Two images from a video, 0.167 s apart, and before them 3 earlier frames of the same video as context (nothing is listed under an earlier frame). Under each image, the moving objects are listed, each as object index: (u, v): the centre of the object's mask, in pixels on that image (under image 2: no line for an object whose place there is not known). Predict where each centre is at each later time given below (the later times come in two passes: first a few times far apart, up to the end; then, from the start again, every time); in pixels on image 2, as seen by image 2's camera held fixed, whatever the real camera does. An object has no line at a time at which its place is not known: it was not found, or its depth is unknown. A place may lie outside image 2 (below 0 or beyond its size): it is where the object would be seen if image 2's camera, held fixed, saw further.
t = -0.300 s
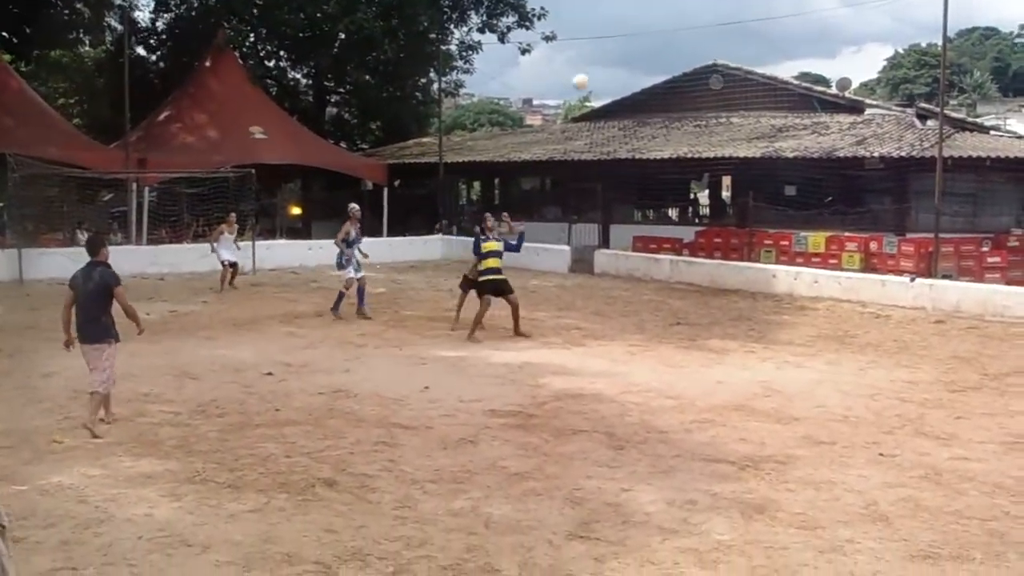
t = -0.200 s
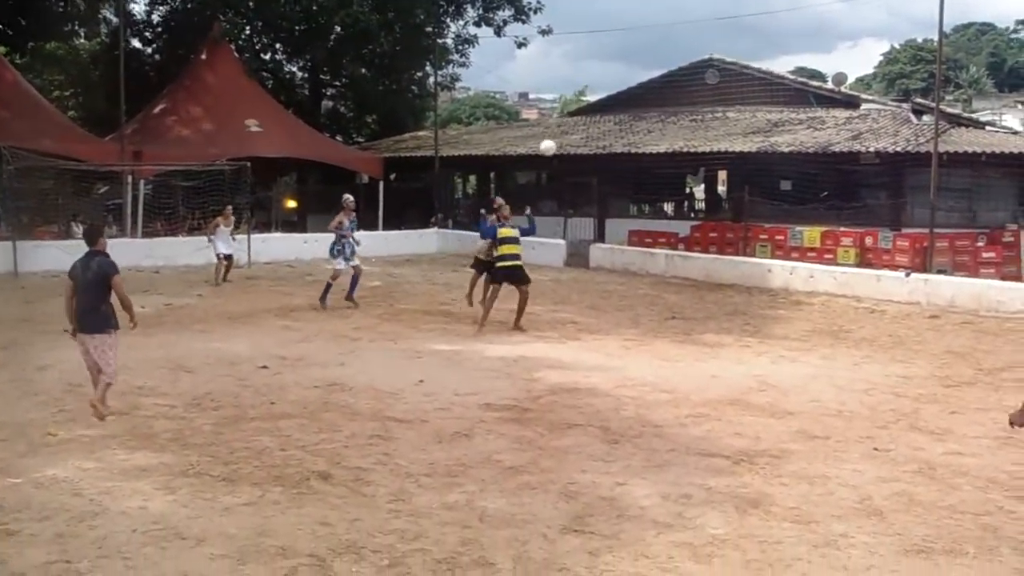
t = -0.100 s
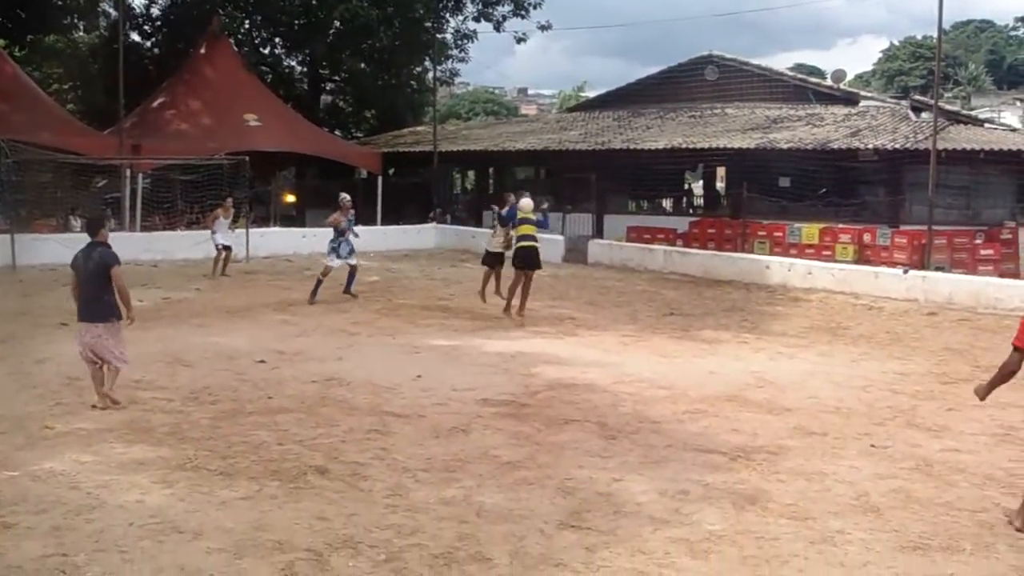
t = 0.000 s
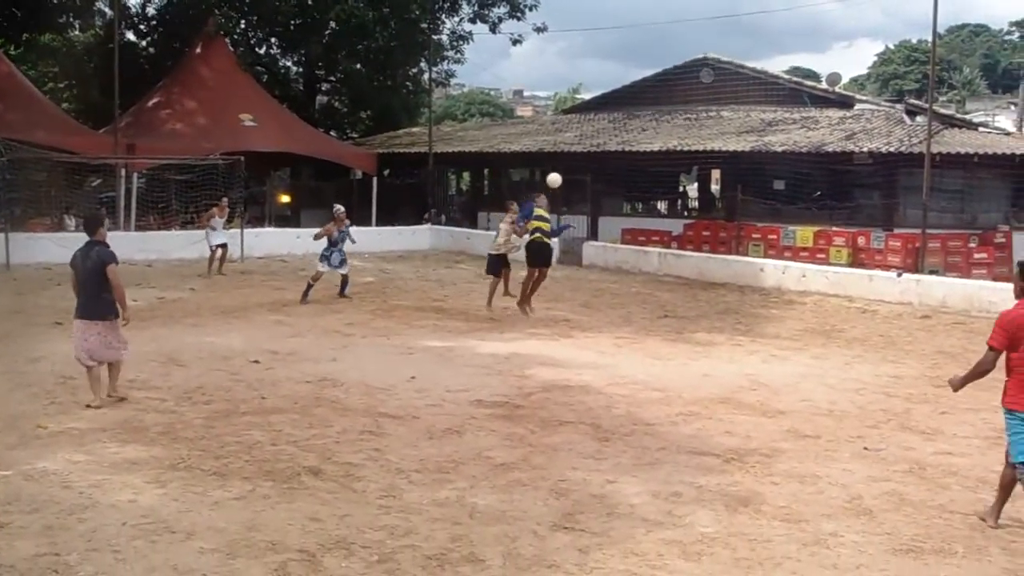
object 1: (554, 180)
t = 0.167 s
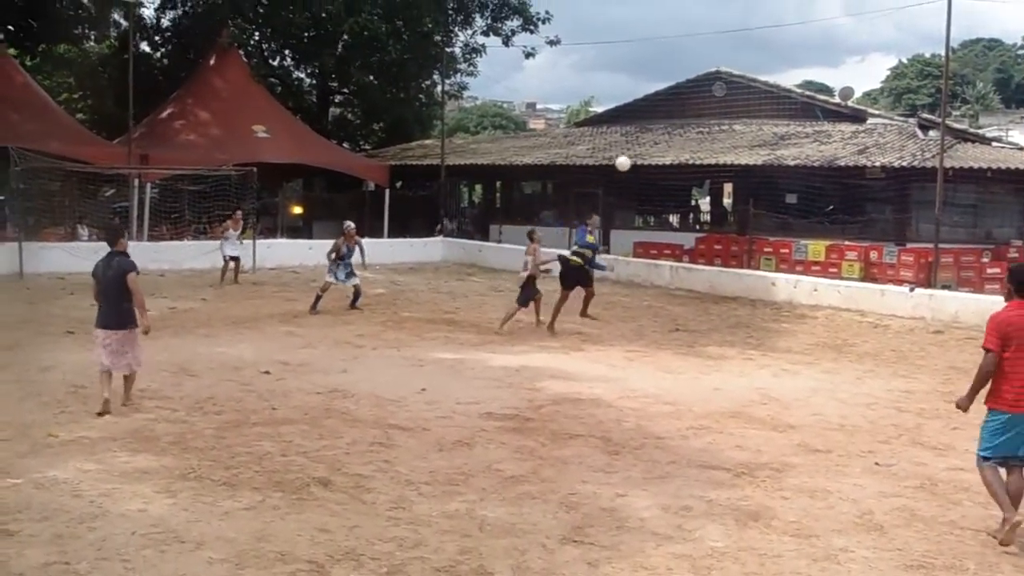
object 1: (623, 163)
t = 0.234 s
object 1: (645, 157)
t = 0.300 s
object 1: (668, 153)
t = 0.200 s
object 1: (634, 160)
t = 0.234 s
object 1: (645, 157)
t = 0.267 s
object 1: (657, 154)
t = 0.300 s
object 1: (668, 153)
